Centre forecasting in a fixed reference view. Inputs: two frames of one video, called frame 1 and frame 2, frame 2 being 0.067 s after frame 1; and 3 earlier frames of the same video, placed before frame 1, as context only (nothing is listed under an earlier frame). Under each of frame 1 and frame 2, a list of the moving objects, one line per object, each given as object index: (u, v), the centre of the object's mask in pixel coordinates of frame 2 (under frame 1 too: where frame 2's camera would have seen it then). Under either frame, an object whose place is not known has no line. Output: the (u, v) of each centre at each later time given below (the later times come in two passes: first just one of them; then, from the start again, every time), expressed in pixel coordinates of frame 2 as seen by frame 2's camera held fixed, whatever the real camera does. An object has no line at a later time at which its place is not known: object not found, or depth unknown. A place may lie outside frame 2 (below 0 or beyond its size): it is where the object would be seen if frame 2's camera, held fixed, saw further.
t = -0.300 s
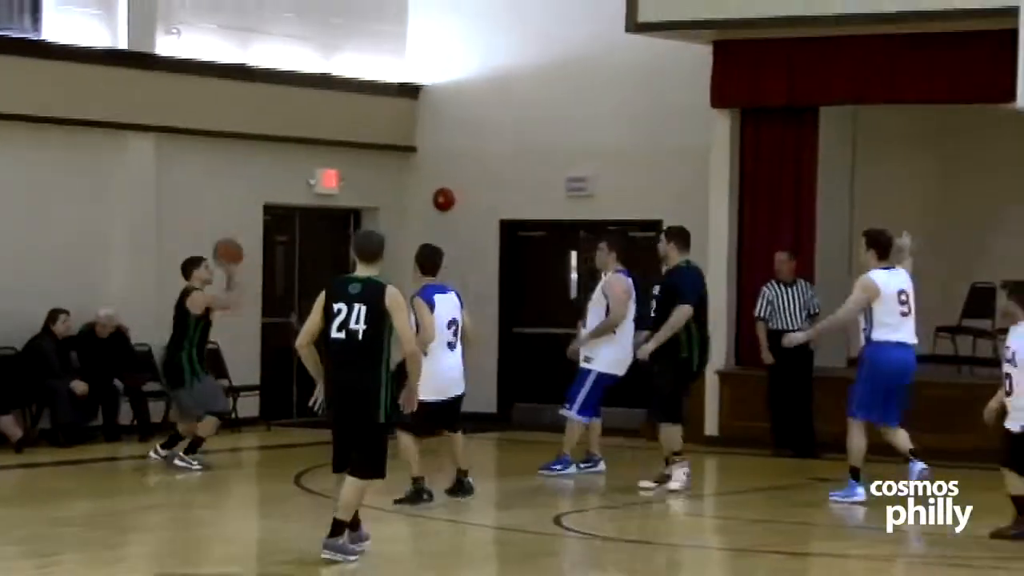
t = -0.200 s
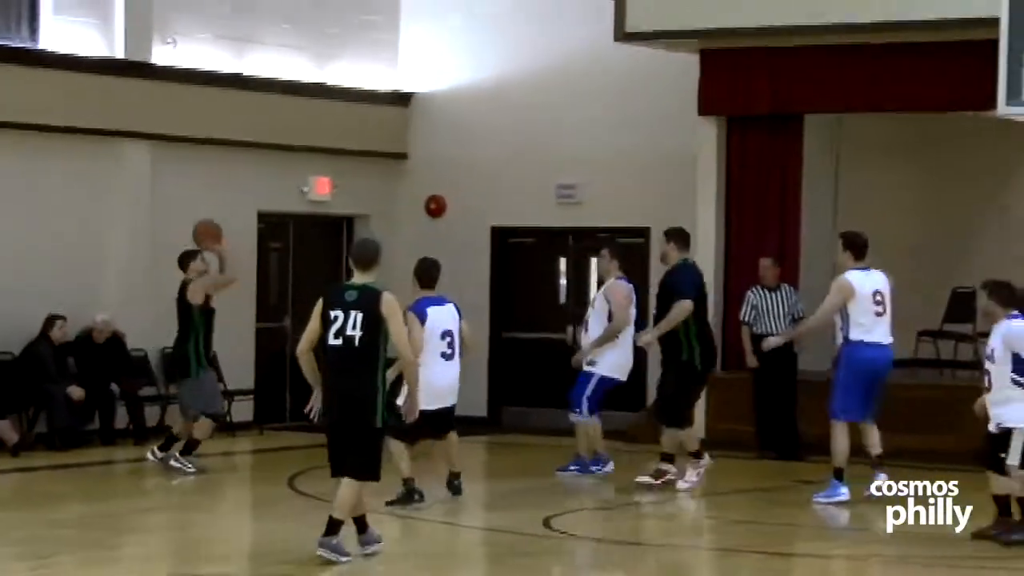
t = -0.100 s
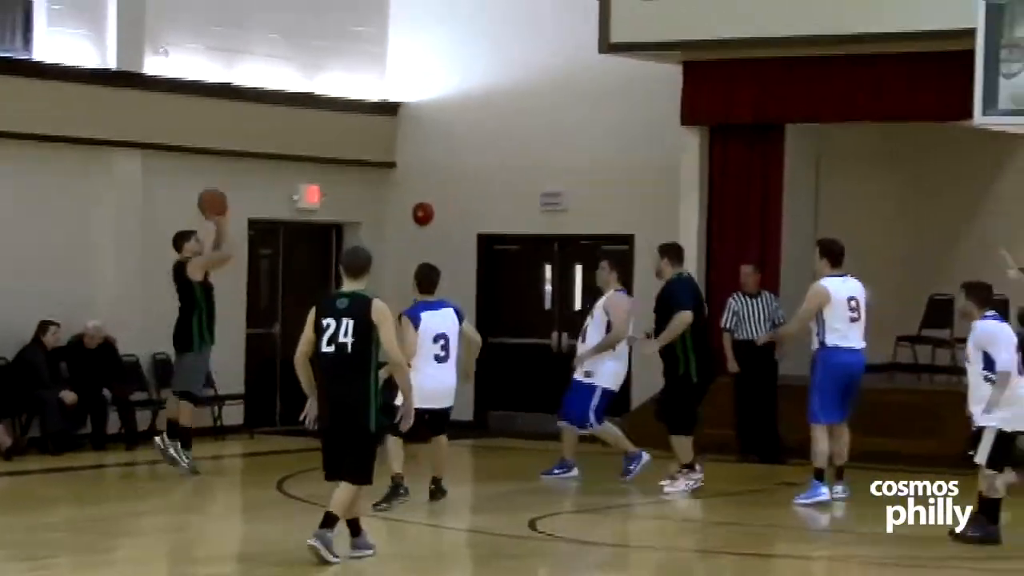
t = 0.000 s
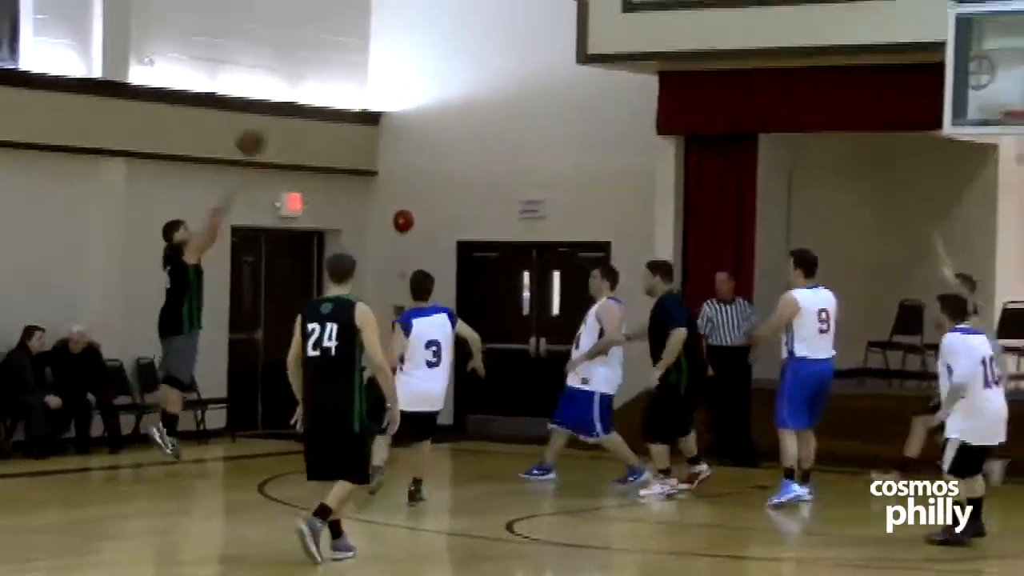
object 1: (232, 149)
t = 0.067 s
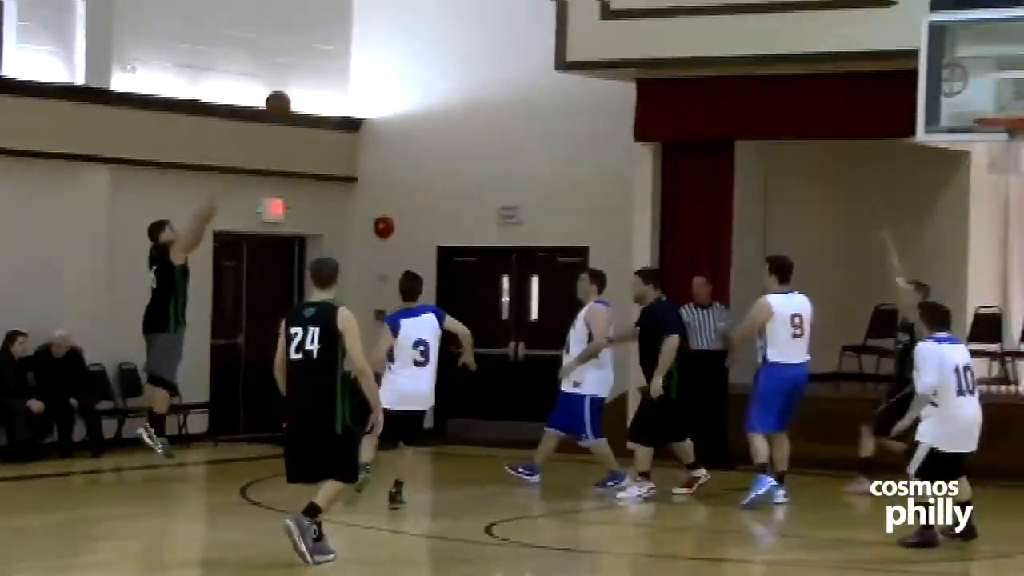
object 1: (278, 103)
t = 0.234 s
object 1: (394, 19)
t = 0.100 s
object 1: (301, 84)
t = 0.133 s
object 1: (325, 67)
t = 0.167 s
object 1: (348, 49)
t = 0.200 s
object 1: (371, 33)
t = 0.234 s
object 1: (394, 19)
